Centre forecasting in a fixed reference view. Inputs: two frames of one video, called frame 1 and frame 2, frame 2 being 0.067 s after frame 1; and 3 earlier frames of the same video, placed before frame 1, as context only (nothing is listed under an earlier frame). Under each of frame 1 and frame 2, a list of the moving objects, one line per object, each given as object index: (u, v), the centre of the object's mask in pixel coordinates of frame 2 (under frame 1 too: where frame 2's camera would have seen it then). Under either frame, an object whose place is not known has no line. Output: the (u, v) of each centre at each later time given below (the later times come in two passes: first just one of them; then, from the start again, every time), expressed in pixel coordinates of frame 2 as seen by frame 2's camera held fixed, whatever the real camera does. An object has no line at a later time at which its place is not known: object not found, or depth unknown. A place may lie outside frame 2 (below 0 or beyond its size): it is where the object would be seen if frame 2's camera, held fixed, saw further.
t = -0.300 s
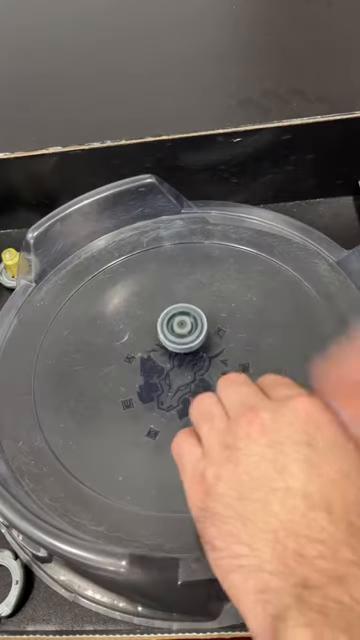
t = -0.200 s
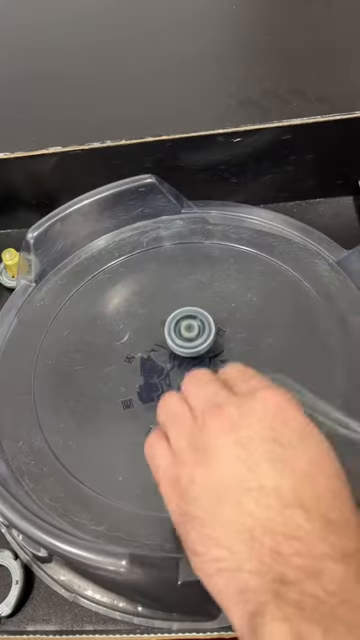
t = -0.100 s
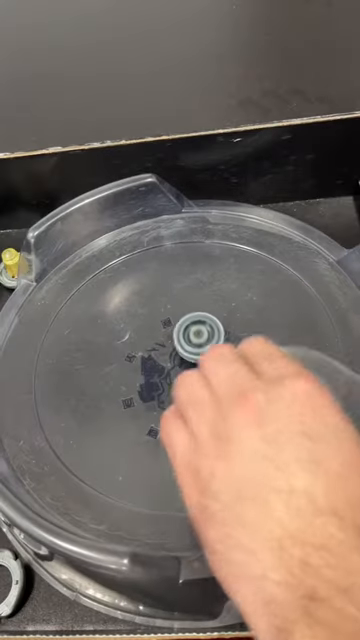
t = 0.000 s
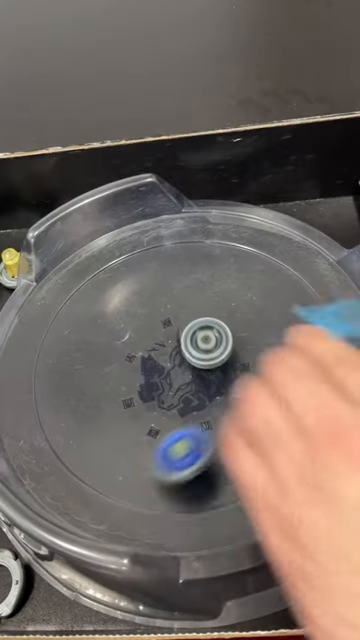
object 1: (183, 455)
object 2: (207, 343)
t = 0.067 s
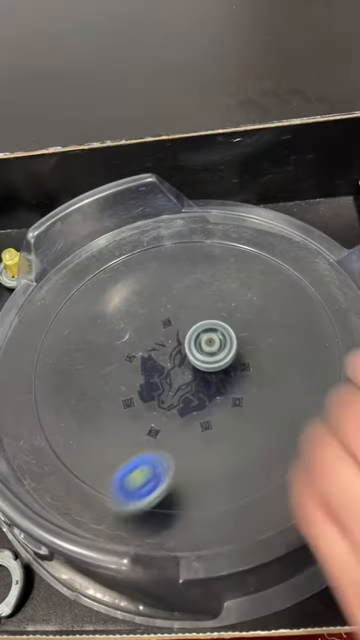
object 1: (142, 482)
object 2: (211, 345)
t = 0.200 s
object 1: (115, 492)
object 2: (215, 350)
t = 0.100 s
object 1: (123, 496)
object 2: (212, 346)
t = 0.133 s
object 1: (110, 507)
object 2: (213, 347)
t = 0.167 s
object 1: (109, 500)
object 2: (214, 347)
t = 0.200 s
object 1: (115, 492)
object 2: (215, 350)
